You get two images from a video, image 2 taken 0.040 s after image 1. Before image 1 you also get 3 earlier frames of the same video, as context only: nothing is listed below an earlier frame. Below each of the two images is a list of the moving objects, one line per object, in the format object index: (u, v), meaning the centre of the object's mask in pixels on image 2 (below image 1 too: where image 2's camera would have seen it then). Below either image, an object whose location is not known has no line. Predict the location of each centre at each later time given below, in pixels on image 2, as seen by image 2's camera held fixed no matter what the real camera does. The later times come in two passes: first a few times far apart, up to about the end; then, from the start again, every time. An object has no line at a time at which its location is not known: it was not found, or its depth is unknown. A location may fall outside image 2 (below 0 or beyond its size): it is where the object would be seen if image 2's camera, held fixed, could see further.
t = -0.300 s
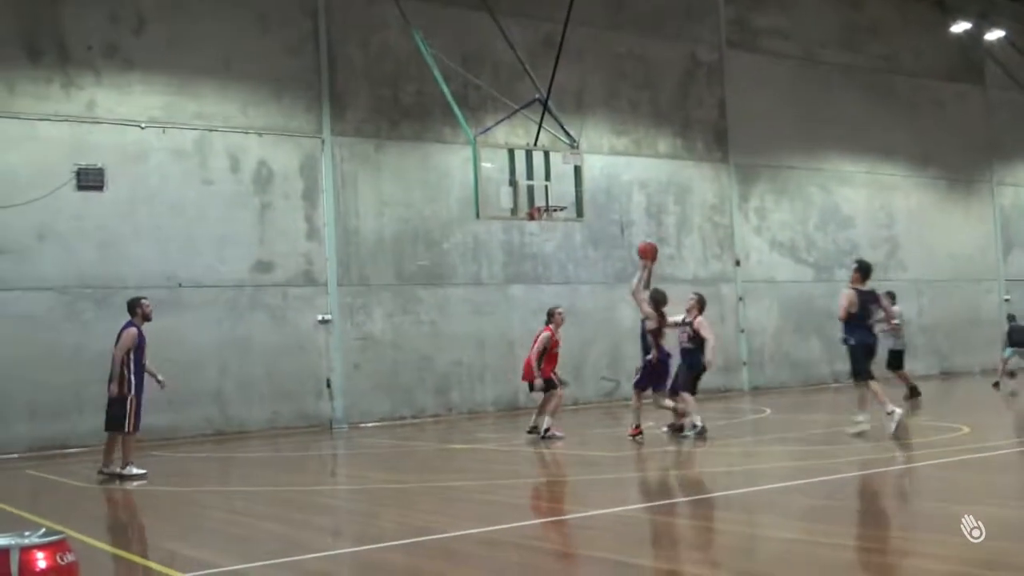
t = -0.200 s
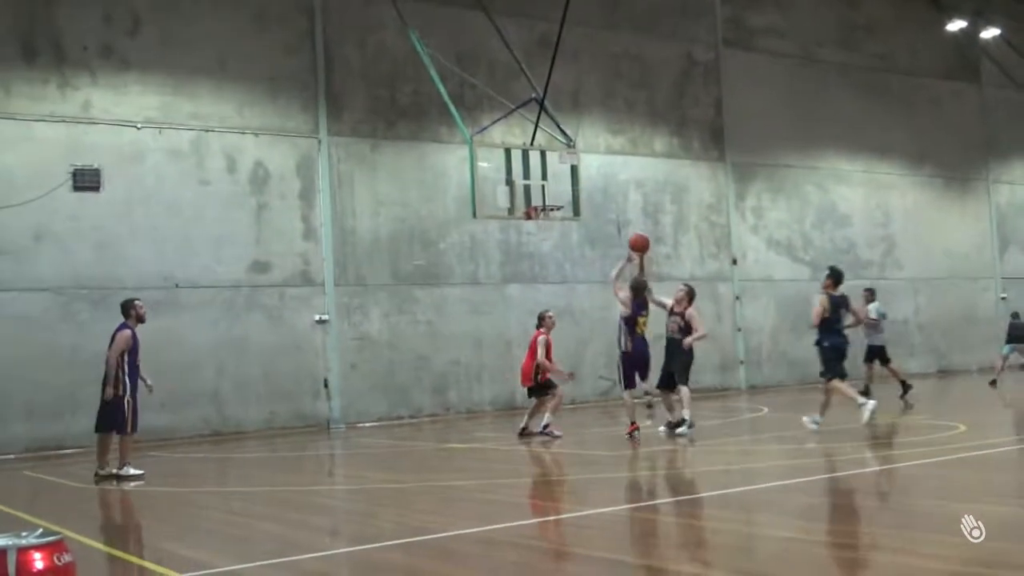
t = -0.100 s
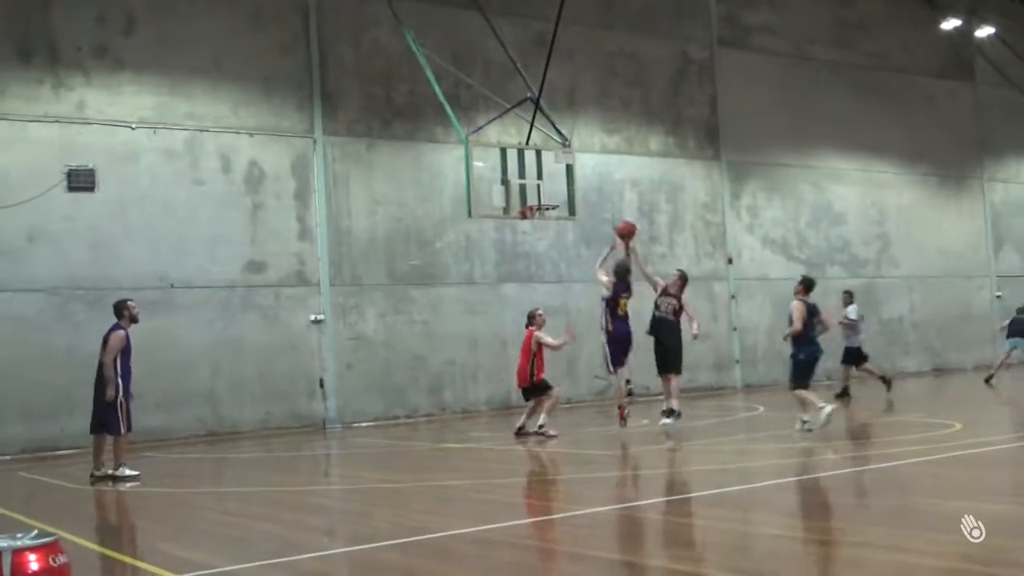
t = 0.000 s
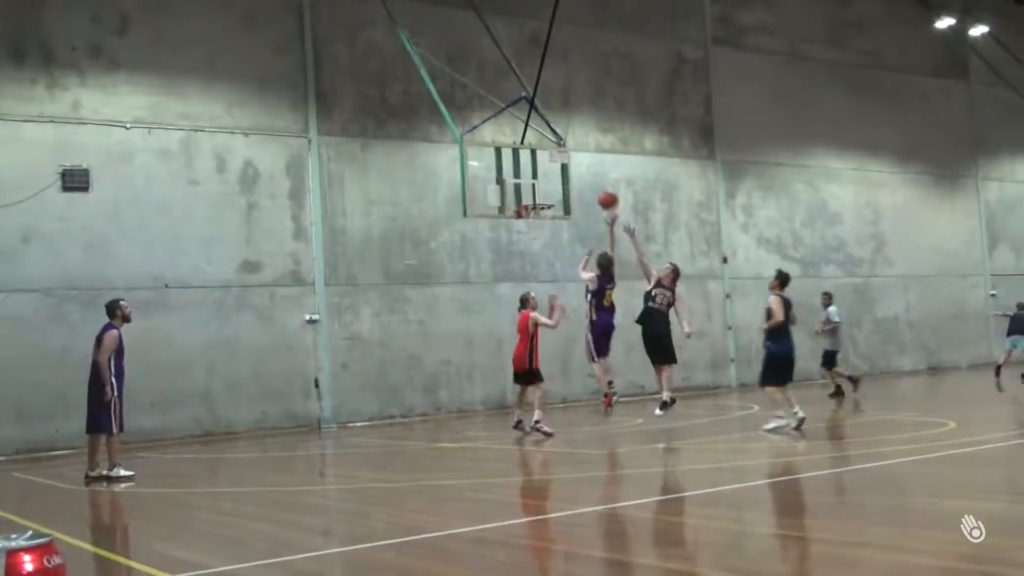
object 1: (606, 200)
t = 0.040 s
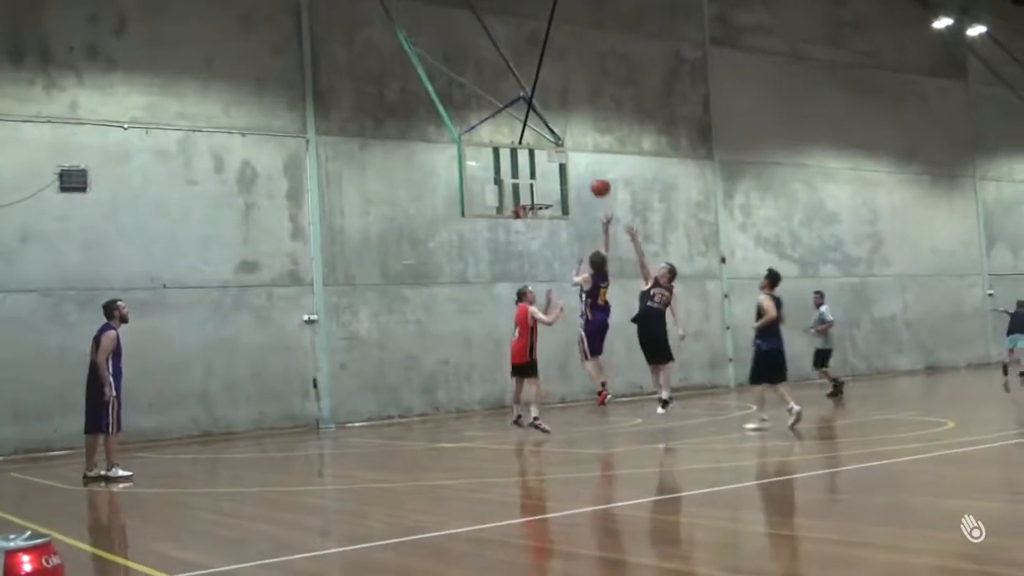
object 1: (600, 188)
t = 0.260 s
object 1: (572, 144)
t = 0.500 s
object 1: (547, 140)
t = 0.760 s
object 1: (526, 181)
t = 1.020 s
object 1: (548, 216)
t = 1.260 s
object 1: (536, 222)
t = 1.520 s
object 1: (530, 242)
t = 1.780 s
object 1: (534, 295)
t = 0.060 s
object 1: (597, 182)
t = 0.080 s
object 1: (595, 176)
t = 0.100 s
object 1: (592, 171)
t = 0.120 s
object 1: (589, 166)
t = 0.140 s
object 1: (587, 162)
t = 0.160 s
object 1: (584, 158)
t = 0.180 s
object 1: (582, 155)
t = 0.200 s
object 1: (579, 151)
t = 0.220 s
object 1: (577, 149)
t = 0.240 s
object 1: (575, 146)
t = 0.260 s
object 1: (572, 144)
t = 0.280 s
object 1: (571, 142)
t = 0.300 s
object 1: (568, 141)
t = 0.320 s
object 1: (565, 139)
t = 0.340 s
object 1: (563, 138)
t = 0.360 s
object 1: (561, 138)
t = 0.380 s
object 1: (559, 137)
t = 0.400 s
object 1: (557, 137)
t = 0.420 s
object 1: (555, 138)
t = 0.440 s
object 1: (553, 138)
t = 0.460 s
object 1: (552, 139)
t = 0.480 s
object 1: (550, 139)
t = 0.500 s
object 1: (547, 140)
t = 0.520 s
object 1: (545, 142)
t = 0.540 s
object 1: (543, 144)
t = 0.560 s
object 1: (542, 146)
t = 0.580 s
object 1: (541, 148)
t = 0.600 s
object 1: (538, 151)
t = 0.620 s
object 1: (537, 154)
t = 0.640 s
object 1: (536, 158)
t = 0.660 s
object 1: (533, 161)
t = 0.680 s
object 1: (532, 164)
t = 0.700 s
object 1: (531, 169)
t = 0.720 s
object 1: (529, 172)
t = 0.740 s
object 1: (528, 177)
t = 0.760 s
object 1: (526, 181)
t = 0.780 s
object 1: (525, 186)
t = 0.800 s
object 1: (525, 191)
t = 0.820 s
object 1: (525, 194)
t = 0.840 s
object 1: (528, 197)
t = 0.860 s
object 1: (532, 200)
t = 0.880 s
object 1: (535, 203)
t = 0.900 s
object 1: (538, 205)
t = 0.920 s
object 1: (543, 211)
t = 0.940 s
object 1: (544, 213)
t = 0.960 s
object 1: (547, 216)
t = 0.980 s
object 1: (548, 217)
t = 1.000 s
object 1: (547, 217)
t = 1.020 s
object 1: (548, 216)
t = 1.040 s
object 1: (547, 216)
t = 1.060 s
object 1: (547, 215)
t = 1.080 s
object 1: (546, 215)
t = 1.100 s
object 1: (545, 215)
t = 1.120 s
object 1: (545, 215)
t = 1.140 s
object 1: (544, 216)
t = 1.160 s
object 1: (544, 215)
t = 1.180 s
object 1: (542, 217)
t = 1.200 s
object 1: (541, 217)
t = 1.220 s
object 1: (540, 219)
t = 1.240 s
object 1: (537, 220)
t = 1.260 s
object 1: (536, 222)
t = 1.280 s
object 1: (535, 222)
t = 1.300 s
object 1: (534, 224)
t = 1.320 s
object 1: (533, 225)
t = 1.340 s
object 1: (532, 227)
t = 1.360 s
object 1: (531, 228)
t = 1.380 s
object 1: (530, 229)
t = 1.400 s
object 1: (530, 230)
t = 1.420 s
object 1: (529, 231)
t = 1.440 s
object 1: (530, 231)
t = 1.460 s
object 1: (529, 231)
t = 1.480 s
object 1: (530, 233)
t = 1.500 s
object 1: (530, 239)
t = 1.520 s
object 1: (530, 242)
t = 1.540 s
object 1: (530, 244)
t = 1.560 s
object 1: (530, 247)
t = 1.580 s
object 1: (531, 249)
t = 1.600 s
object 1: (531, 252)
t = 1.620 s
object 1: (531, 256)
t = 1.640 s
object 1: (532, 260)
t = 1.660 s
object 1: (532, 264)
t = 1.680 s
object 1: (532, 269)
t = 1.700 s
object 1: (533, 273)
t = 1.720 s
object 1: (534, 279)
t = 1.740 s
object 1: (534, 284)
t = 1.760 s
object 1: (534, 290)
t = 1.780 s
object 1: (534, 295)
